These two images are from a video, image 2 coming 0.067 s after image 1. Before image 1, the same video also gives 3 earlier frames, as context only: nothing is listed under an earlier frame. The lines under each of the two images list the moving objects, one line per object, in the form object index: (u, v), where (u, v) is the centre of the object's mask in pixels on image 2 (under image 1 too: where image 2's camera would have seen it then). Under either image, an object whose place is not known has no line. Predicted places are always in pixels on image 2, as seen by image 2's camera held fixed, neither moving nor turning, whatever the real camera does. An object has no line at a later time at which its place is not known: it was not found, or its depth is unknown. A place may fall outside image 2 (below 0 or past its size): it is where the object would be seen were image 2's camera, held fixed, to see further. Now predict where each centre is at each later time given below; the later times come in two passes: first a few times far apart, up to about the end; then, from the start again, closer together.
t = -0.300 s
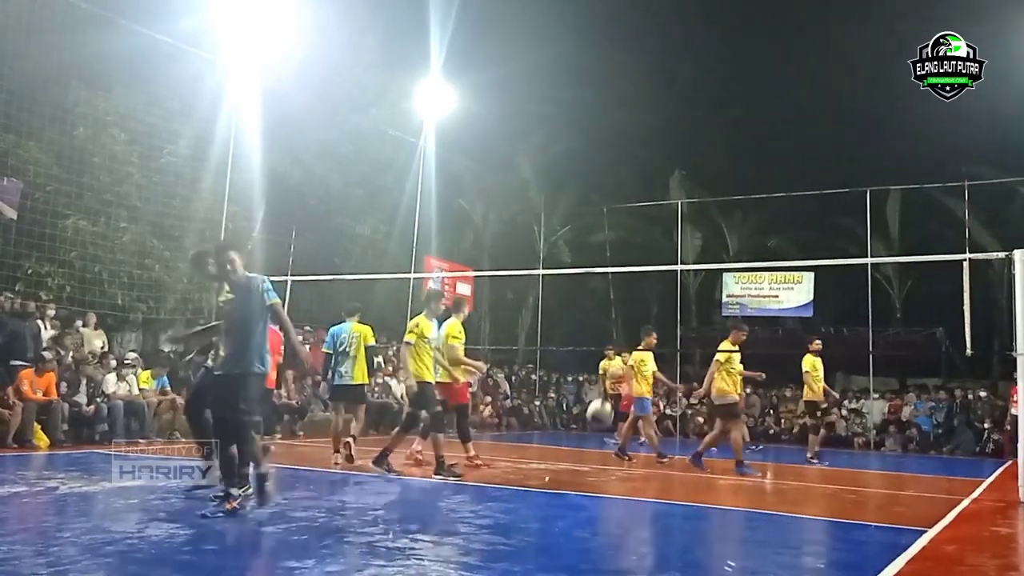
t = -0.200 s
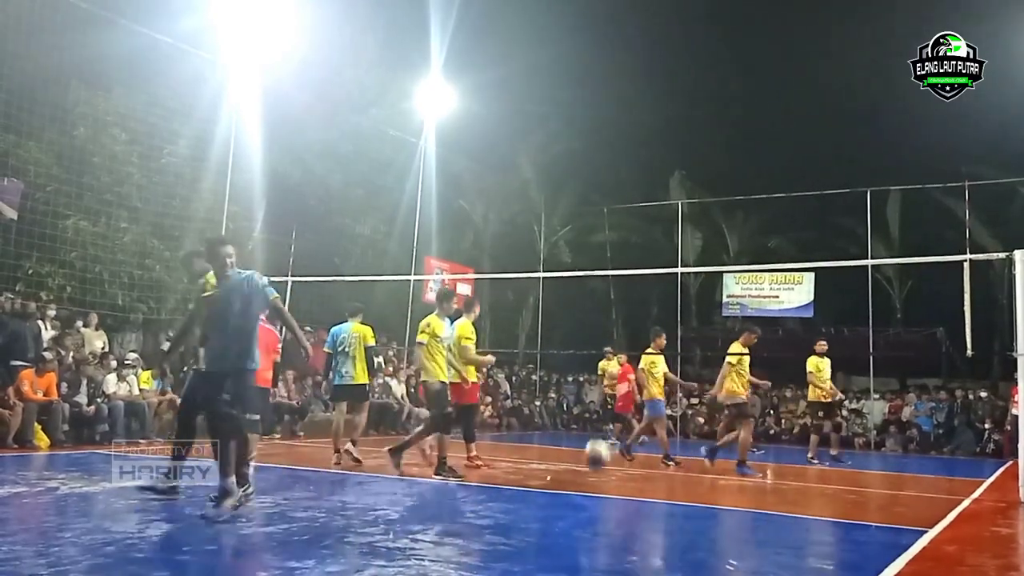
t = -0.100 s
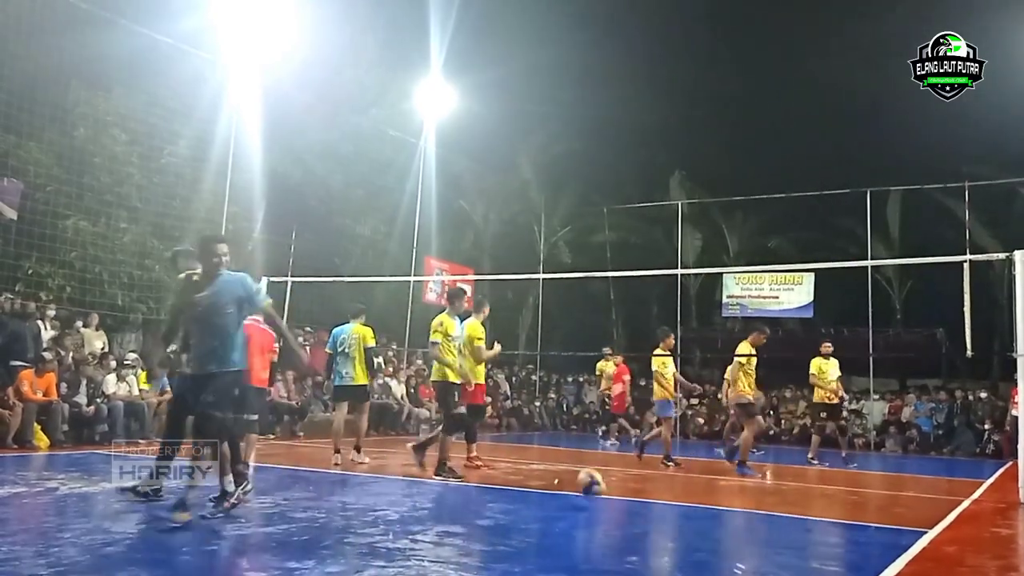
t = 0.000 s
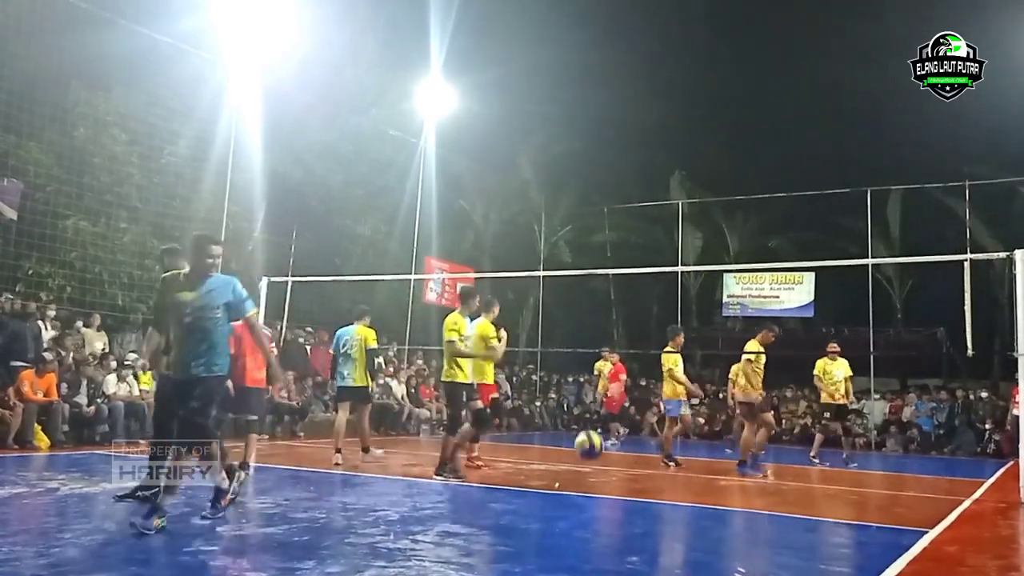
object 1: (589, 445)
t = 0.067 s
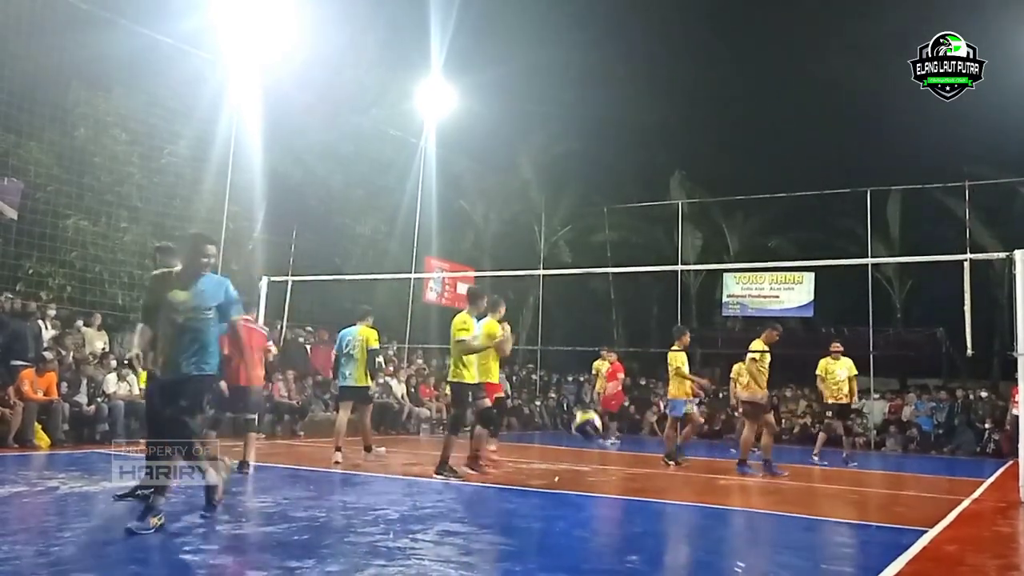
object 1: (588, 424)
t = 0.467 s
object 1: (566, 437)
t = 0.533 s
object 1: (562, 464)
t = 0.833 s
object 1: (542, 454)
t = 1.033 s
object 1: (526, 446)
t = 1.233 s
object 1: (506, 530)
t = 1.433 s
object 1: (485, 522)
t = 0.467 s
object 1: (566, 437)
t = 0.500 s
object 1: (564, 449)
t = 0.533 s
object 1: (562, 464)
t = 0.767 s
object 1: (545, 473)
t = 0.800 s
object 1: (544, 463)
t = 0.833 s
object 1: (542, 454)
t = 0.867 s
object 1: (540, 449)
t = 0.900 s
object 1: (539, 444)
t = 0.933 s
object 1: (536, 442)
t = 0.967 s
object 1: (533, 441)
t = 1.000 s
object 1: (530, 442)
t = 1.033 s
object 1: (526, 446)
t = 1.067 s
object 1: (524, 452)
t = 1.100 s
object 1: (521, 460)
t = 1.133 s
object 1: (518, 473)
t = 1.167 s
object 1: (515, 488)
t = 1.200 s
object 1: (511, 507)
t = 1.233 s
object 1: (506, 530)
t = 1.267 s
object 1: (503, 552)
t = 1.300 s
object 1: (498, 564)
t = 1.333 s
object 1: (496, 556)
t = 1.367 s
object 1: (493, 547)
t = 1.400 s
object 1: (489, 533)
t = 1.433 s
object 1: (485, 522)
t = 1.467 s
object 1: (480, 515)
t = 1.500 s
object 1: (474, 510)
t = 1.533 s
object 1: (470, 508)
